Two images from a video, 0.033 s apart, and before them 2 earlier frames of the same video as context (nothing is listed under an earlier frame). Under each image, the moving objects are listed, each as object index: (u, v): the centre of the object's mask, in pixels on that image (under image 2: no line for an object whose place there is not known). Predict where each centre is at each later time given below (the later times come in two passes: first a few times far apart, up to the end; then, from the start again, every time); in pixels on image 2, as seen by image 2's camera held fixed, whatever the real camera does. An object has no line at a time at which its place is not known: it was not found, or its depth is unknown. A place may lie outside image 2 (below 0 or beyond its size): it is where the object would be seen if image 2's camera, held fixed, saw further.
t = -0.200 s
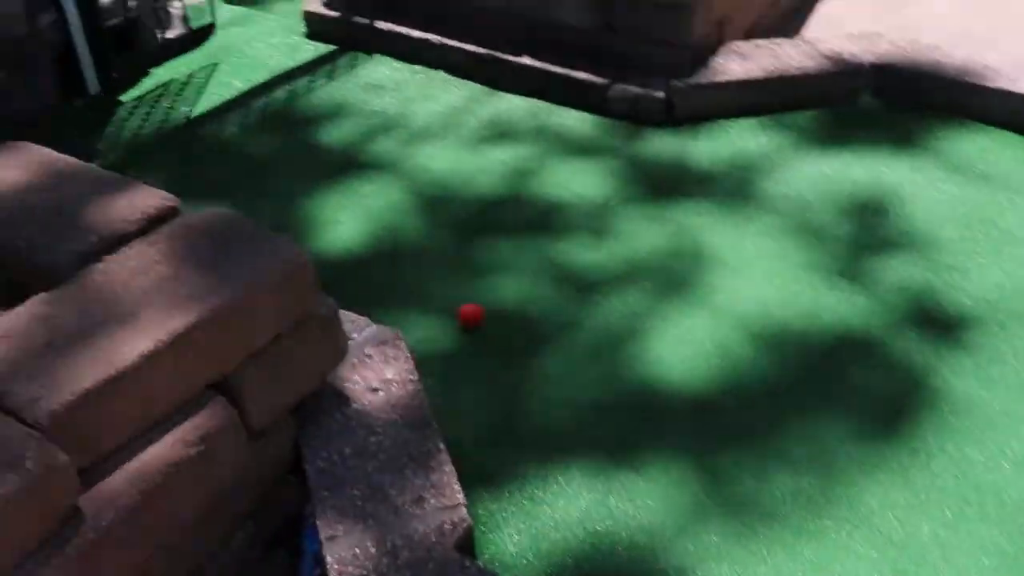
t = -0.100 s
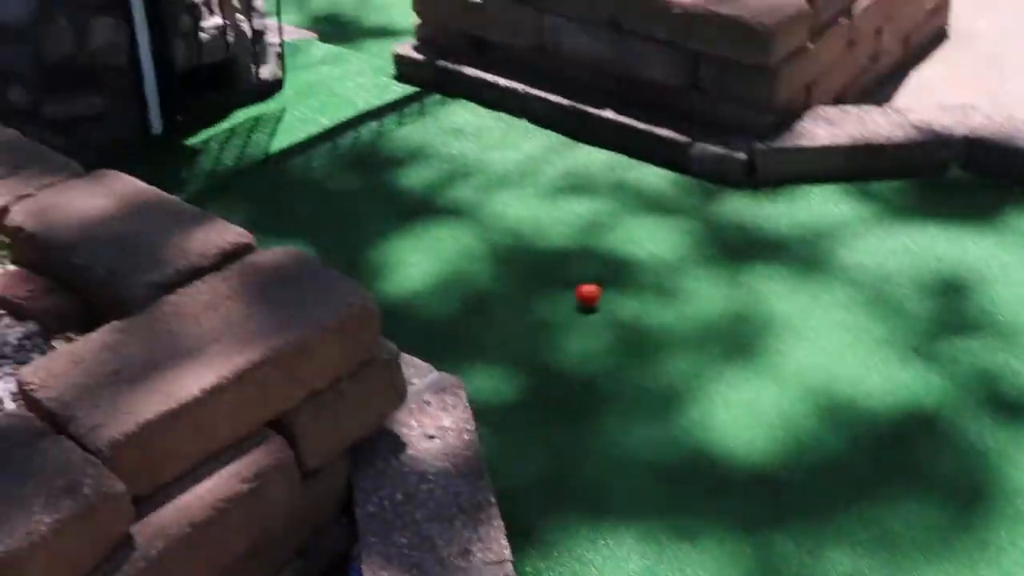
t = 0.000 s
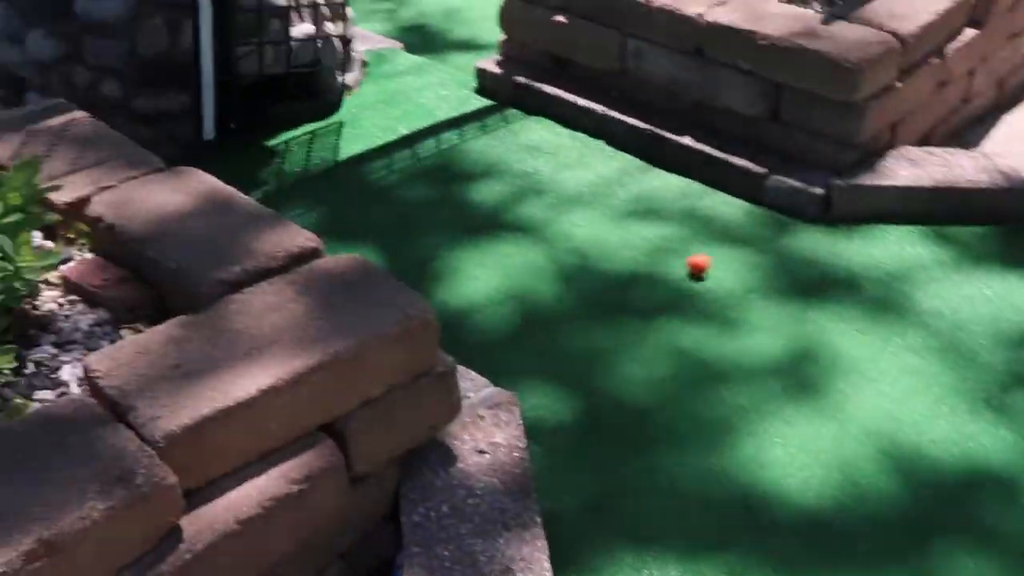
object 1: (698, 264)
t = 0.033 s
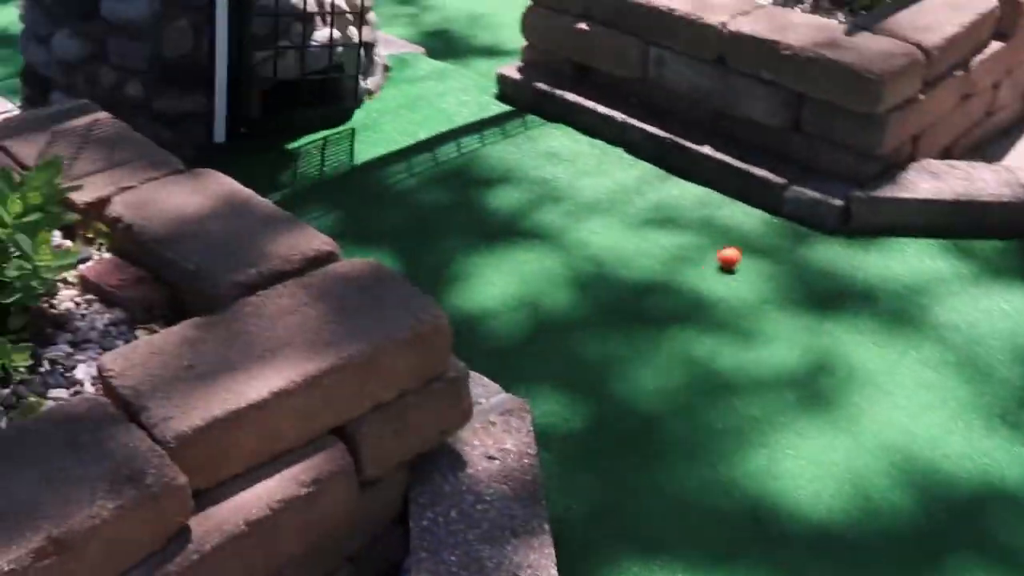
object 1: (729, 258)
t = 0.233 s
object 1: (764, 222)
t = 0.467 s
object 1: (726, 298)
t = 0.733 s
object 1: (683, 372)
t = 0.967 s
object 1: (649, 439)
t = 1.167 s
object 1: (622, 494)
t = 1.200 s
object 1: (619, 503)
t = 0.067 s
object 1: (742, 243)
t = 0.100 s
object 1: (754, 228)
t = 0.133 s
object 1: (768, 213)
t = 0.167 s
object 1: (774, 206)
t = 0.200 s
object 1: (769, 211)
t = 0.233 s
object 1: (764, 222)
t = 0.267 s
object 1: (758, 239)
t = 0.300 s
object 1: (751, 259)
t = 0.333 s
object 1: (746, 263)
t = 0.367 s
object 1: (742, 268)
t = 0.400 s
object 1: (737, 279)
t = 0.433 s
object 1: (731, 291)
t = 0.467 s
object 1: (726, 298)
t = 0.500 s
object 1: (720, 309)
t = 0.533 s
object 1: (714, 317)
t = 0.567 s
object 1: (709, 327)
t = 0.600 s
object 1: (704, 335)
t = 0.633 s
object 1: (699, 344)
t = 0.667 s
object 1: (693, 353)
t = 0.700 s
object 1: (688, 363)
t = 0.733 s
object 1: (683, 372)
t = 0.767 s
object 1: (679, 381)
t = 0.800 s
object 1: (673, 391)
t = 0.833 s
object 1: (668, 401)
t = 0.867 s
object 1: (663, 411)
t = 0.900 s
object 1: (659, 420)
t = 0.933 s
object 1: (653, 431)
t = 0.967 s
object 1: (649, 439)
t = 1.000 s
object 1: (644, 449)
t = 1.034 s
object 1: (639, 458)
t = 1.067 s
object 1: (634, 468)
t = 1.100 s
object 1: (630, 477)
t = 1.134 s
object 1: (626, 486)
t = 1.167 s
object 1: (622, 494)
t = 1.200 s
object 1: (619, 503)
